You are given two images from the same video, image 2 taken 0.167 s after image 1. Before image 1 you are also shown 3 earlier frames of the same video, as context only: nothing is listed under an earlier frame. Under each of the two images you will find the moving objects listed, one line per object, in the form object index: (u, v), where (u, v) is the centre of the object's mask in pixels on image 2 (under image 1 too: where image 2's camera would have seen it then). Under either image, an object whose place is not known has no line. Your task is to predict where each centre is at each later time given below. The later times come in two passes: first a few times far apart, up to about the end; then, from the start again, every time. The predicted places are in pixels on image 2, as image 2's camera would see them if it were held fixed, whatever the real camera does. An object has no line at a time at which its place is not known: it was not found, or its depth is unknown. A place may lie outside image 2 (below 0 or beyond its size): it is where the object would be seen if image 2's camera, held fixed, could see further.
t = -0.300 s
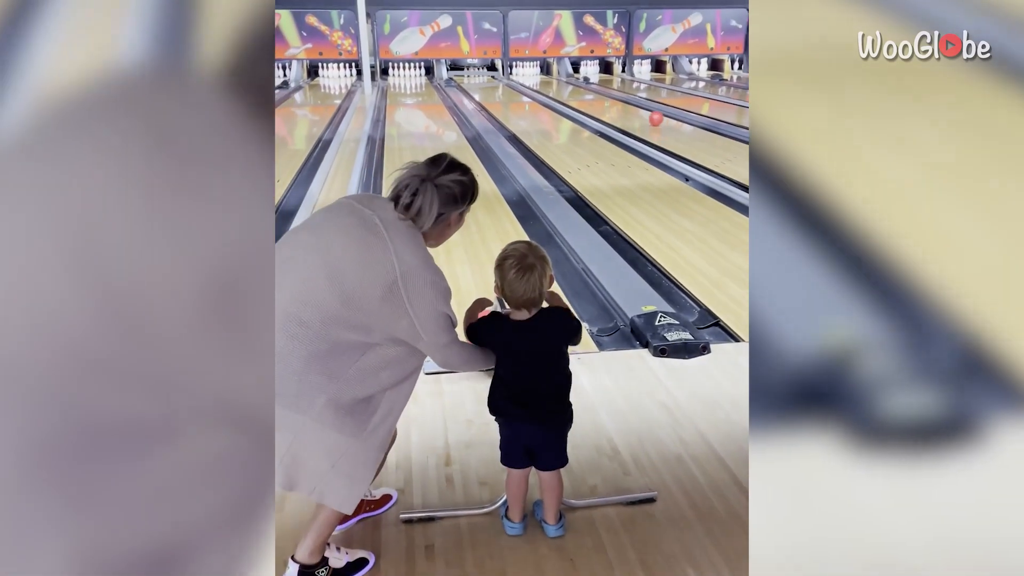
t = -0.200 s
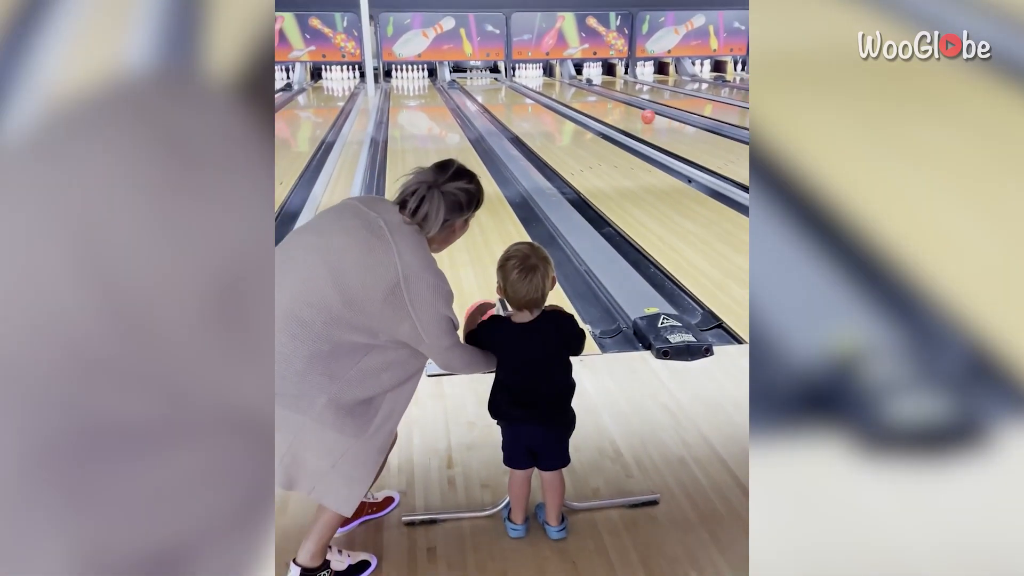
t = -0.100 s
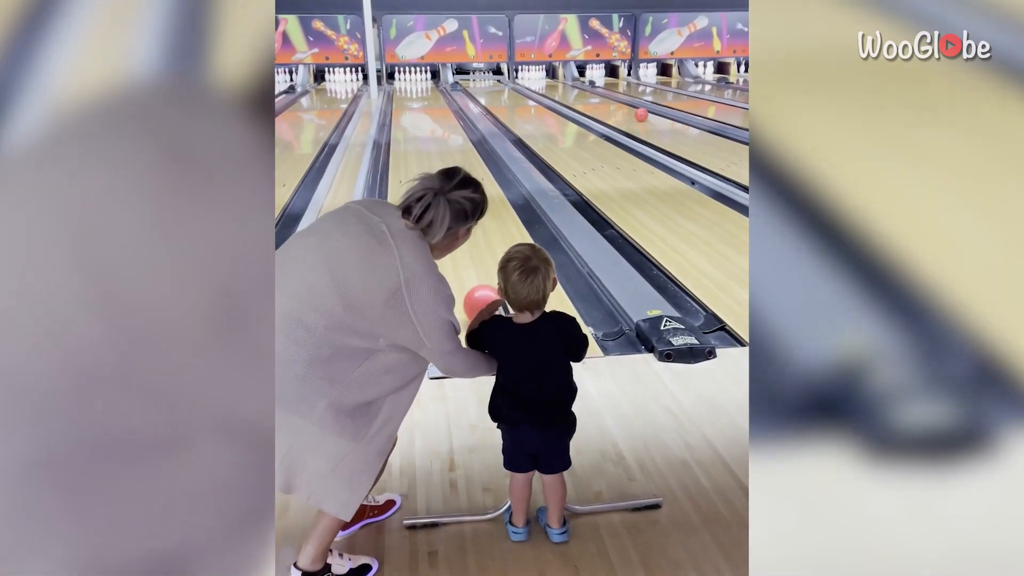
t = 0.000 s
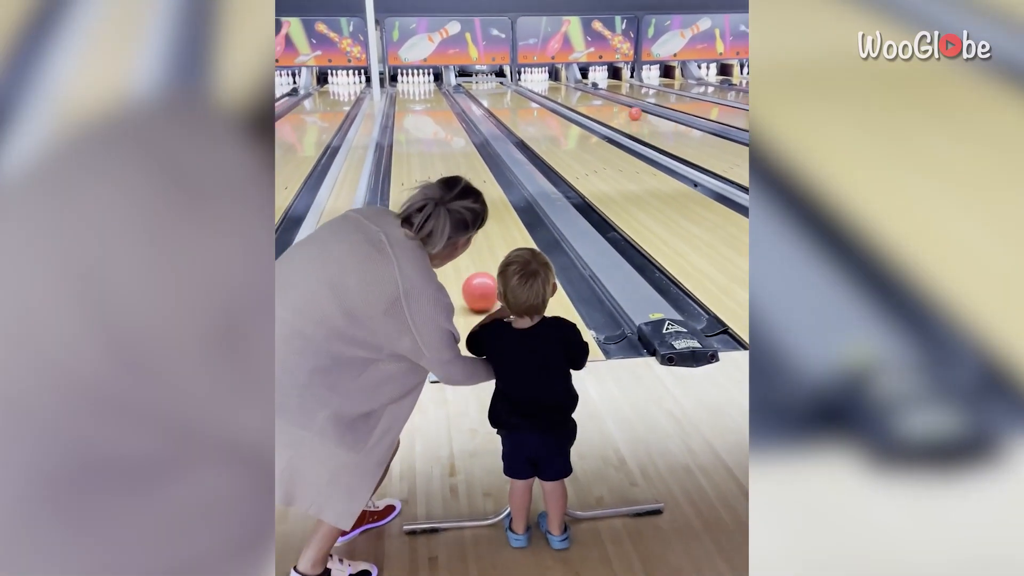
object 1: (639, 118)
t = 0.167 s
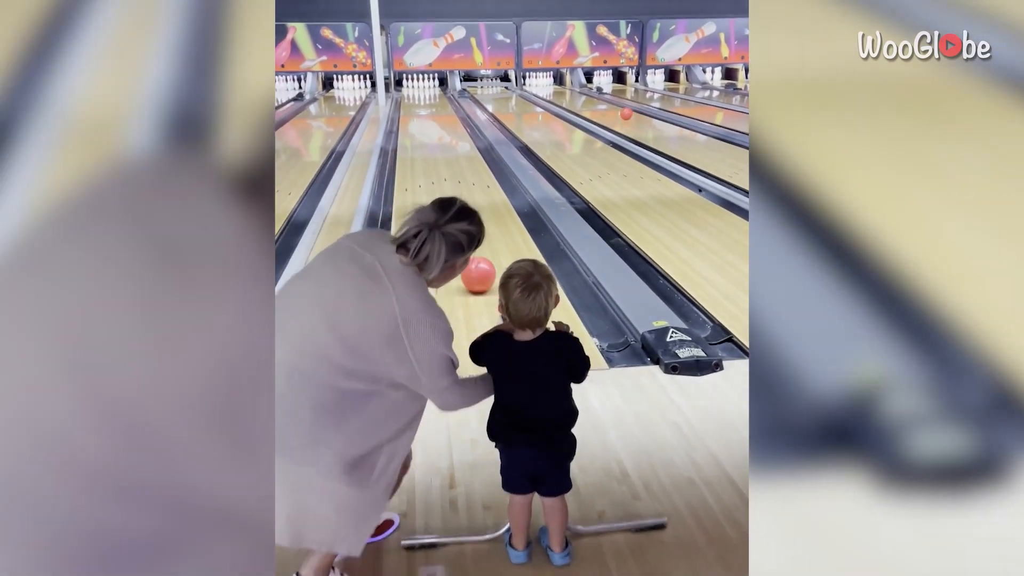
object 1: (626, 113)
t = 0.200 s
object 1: (623, 112)
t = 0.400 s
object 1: (610, 107)
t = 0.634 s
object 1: (597, 101)
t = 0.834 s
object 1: (584, 97)
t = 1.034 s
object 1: (564, 91)
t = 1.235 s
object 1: (550, 85)
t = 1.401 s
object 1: (540, 83)
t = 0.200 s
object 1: (623, 112)
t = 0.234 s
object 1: (621, 111)
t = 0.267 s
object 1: (619, 111)
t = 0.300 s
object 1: (616, 110)
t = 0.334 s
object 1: (614, 109)
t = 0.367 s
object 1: (612, 108)
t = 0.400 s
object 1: (610, 107)
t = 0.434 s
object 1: (608, 106)
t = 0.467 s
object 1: (606, 106)
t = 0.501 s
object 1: (604, 105)
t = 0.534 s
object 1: (602, 104)
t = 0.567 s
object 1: (600, 103)
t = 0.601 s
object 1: (598, 102)
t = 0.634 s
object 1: (597, 101)
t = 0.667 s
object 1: (595, 101)
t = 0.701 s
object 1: (593, 100)
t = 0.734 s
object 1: (592, 100)
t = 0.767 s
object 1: (590, 99)
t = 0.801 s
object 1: (588, 98)
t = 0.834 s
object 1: (584, 97)
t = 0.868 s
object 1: (581, 95)
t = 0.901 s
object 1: (577, 94)
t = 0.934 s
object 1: (575, 93)
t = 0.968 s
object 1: (572, 93)
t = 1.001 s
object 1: (568, 91)
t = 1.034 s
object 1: (564, 91)
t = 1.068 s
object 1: (561, 89)
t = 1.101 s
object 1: (559, 89)
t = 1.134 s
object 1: (557, 88)
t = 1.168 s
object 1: (555, 87)
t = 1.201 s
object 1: (553, 87)
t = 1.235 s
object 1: (550, 85)
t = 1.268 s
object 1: (548, 85)
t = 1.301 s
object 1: (547, 85)
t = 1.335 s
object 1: (544, 84)
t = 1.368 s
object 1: (543, 84)
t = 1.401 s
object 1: (540, 83)
